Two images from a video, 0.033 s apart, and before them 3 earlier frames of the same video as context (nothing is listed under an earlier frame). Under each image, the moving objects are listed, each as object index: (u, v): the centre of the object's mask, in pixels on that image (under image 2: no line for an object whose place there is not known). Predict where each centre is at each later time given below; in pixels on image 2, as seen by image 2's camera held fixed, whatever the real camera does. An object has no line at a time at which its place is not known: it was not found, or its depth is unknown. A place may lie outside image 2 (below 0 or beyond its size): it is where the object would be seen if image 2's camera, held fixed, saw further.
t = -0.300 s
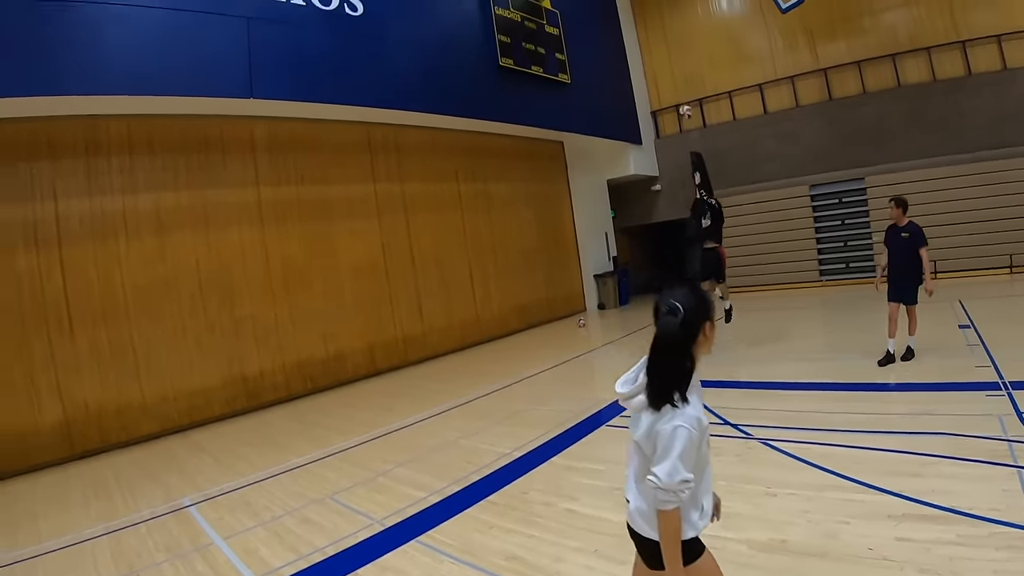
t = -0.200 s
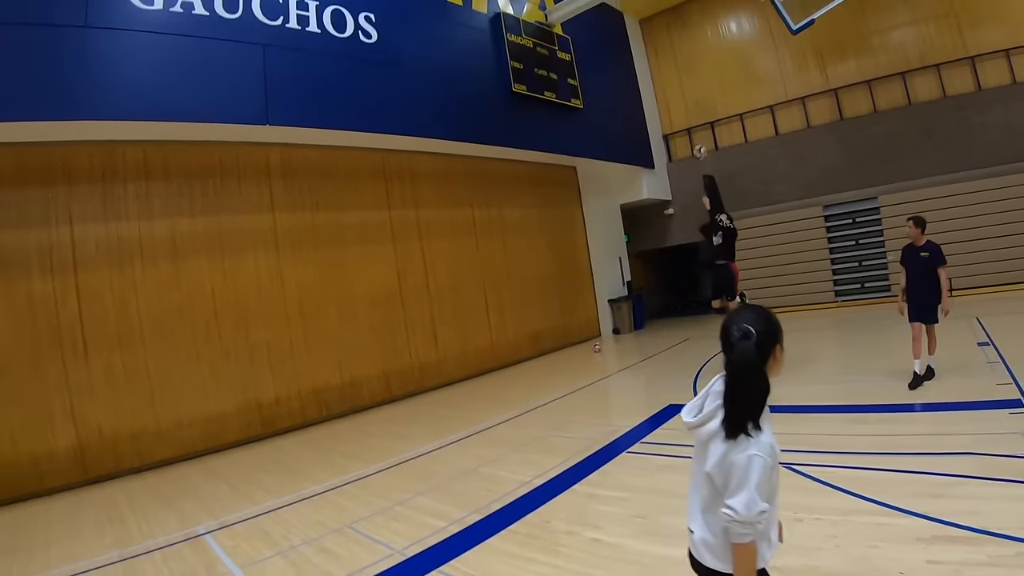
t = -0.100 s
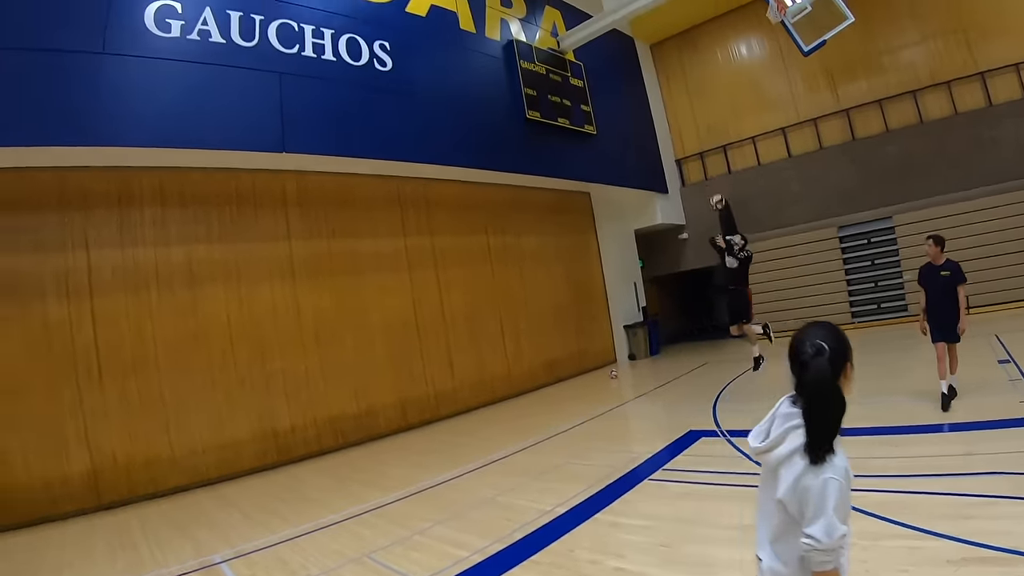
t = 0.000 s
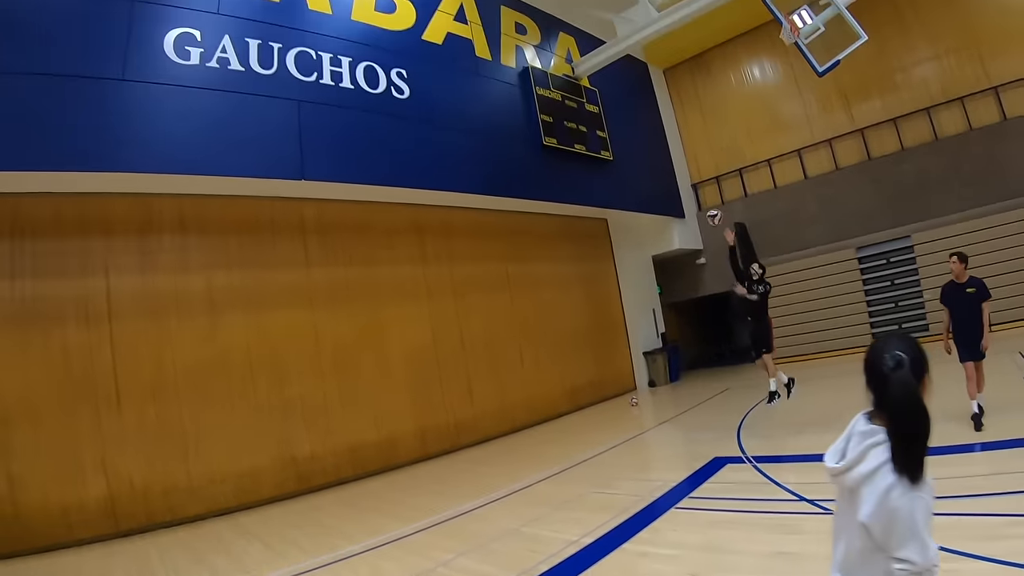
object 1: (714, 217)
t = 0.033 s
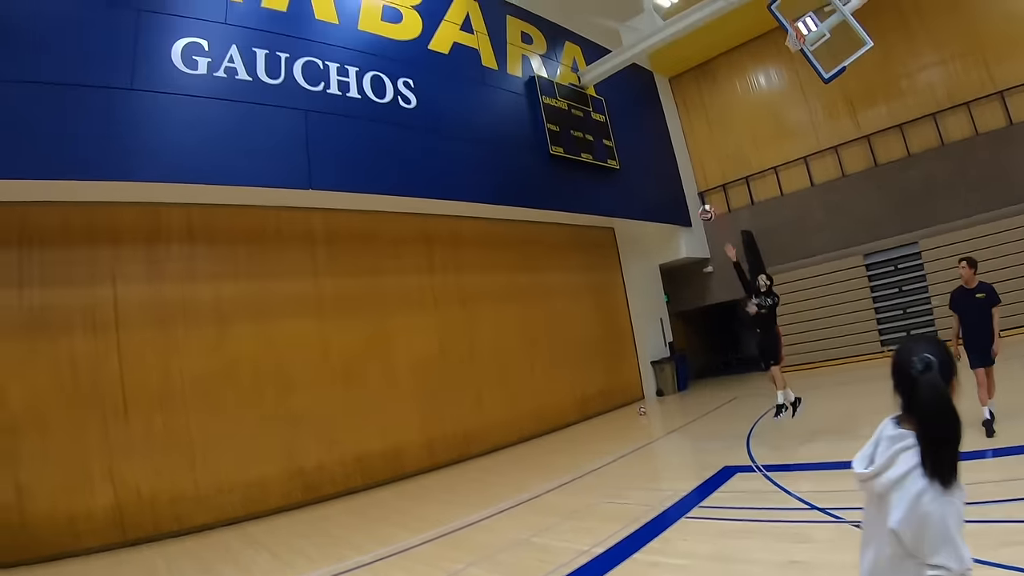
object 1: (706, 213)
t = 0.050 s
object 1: (700, 206)
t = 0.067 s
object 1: (693, 200)
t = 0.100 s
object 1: (678, 187)
